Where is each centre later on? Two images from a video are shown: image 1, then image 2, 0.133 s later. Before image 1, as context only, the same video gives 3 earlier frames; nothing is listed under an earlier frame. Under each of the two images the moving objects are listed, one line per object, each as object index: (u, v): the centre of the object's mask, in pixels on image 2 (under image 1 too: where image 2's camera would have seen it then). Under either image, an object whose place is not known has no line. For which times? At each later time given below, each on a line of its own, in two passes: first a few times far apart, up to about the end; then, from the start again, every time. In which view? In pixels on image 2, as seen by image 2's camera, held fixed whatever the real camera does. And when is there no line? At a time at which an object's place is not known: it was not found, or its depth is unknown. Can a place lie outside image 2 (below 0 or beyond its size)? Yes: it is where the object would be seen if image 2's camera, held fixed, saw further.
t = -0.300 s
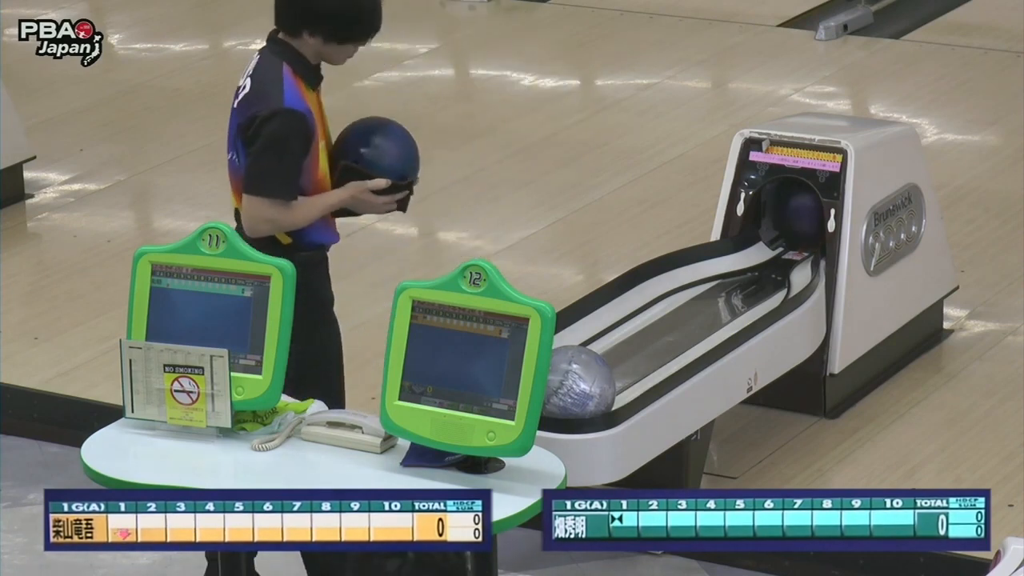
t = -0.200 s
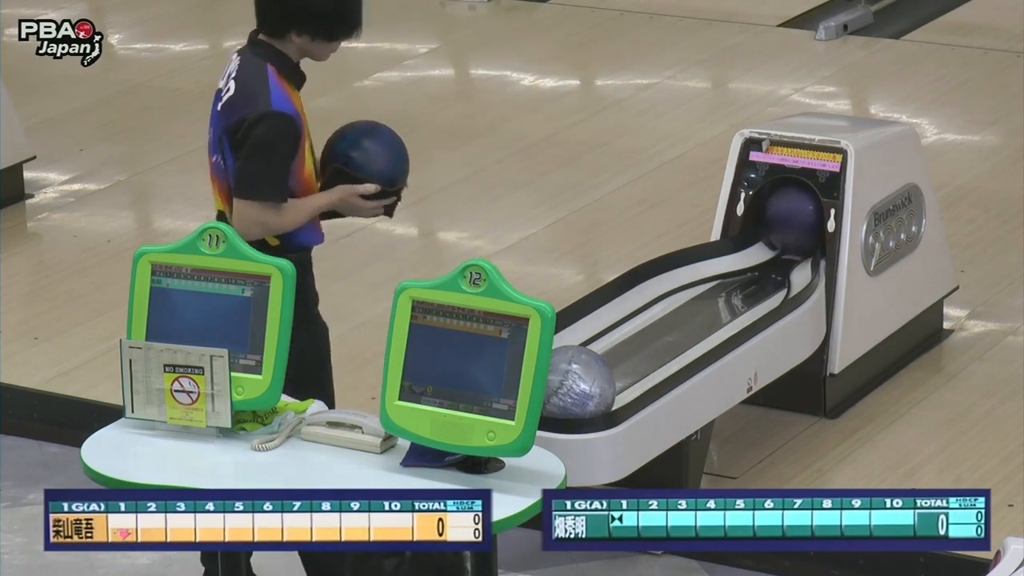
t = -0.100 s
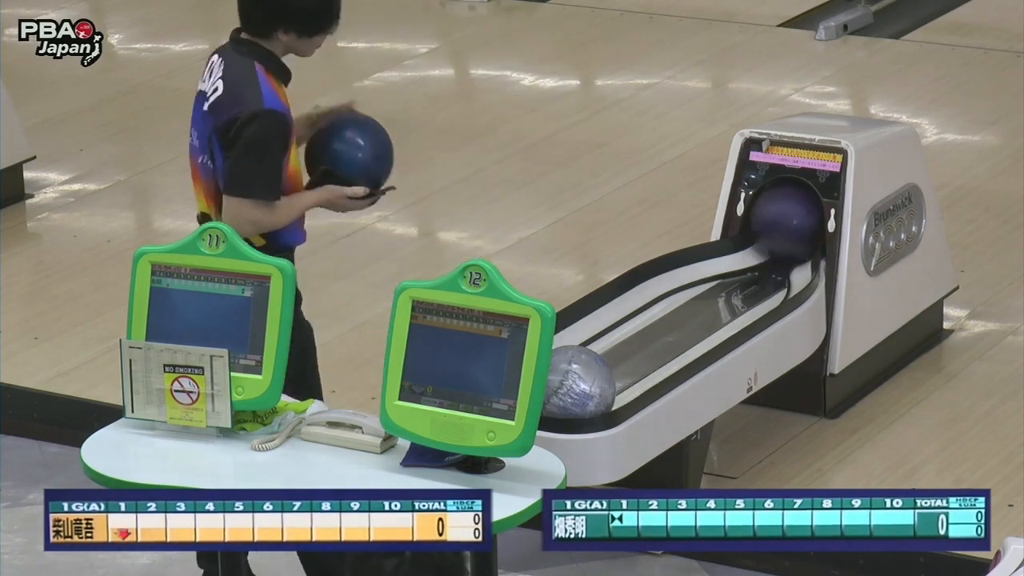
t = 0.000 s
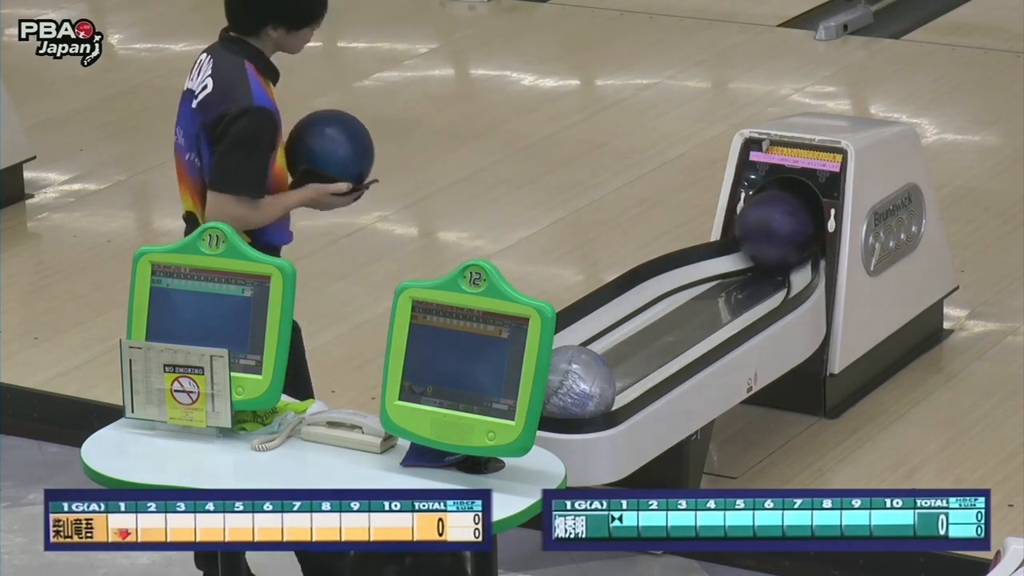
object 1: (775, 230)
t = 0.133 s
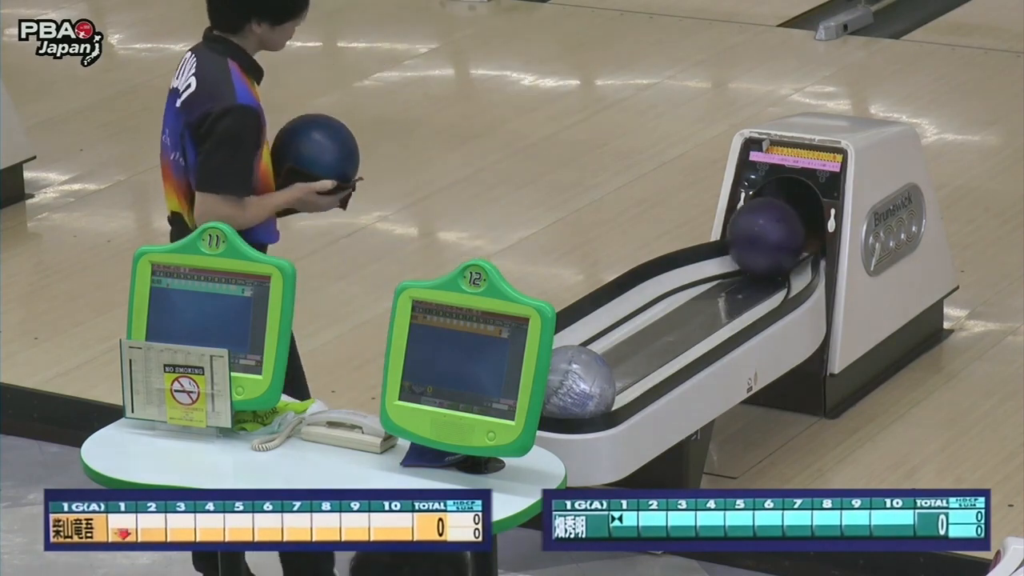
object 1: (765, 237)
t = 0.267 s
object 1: (757, 242)
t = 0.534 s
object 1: (741, 251)
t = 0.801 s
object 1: (721, 260)
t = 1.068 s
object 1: (704, 271)
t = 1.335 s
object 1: (679, 281)
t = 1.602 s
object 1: (648, 289)
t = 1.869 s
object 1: (611, 298)
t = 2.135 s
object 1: (598, 309)
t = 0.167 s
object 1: (762, 238)
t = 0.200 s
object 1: (761, 239)
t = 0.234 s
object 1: (760, 241)
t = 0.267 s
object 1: (757, 242)
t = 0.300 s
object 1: (756, 244)
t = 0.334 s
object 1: (755, 245)
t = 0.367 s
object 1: (753, 246)
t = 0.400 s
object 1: (751, 247)
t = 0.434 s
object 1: (749, 248)
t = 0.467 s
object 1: (747, 249)
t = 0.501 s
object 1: (744, 250)
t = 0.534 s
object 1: (741, 251)
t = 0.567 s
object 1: (738, 252)
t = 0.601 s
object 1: (734, 253)
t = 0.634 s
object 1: (731, 254)
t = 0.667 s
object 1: (729, 255)
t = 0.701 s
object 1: (727, 256)
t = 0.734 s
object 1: (725, 258)
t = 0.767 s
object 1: (723, 259)
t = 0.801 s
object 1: (721, 260)
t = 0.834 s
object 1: (719, 262)
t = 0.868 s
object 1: (717, 263)
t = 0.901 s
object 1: (715, 264)
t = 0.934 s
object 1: (713, 265)
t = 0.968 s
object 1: (711, 267)
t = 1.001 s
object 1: (708, 268)
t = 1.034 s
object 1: (706, 269)
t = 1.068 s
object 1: (704, 271)
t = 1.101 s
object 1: (701, 272)
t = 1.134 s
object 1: (698, 273)
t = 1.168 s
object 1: (695, 274)
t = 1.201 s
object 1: (692, 276)
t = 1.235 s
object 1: (689, 277)
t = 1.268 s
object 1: (686, 278)
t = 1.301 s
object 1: (683, 279)
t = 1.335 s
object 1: (679, 281)
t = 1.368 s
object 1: (676, 282)
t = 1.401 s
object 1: (672, 283)
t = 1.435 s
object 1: (668, 284)
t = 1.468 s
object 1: (664, 285)
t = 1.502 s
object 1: (660, 286)
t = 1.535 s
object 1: (656, 287)
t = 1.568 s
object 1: (652, 289)
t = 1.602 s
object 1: (648, 289)
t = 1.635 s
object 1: (644, 290)
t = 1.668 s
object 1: (639, 292)
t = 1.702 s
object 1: (635, 292)
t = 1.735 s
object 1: (630, 294)
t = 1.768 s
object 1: (626, 295)
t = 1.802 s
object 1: (621, 296)
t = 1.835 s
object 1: (615, 297)
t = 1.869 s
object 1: (611, 298)
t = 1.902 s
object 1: (608, 298)
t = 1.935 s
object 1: (605, 300)
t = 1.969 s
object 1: (604, 301)
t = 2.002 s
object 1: (603, 303)
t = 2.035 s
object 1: (602, 306)
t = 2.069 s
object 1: (602, 307)
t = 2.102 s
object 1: (600, 308)
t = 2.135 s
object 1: (598, 309)
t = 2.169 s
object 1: (596, 310)
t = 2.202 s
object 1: (594, 311)
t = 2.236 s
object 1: (591, 312)
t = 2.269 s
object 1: (589, 312)
